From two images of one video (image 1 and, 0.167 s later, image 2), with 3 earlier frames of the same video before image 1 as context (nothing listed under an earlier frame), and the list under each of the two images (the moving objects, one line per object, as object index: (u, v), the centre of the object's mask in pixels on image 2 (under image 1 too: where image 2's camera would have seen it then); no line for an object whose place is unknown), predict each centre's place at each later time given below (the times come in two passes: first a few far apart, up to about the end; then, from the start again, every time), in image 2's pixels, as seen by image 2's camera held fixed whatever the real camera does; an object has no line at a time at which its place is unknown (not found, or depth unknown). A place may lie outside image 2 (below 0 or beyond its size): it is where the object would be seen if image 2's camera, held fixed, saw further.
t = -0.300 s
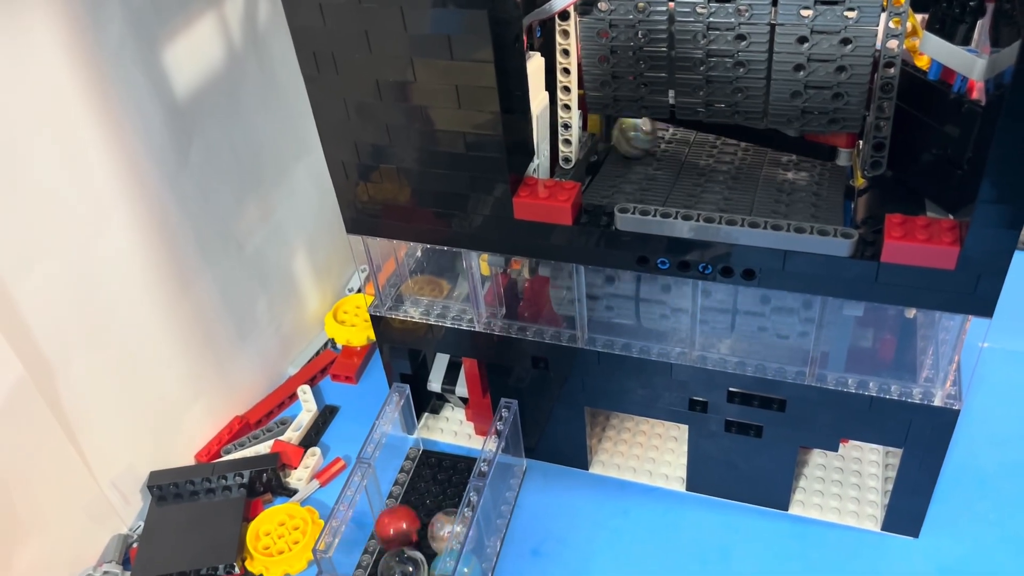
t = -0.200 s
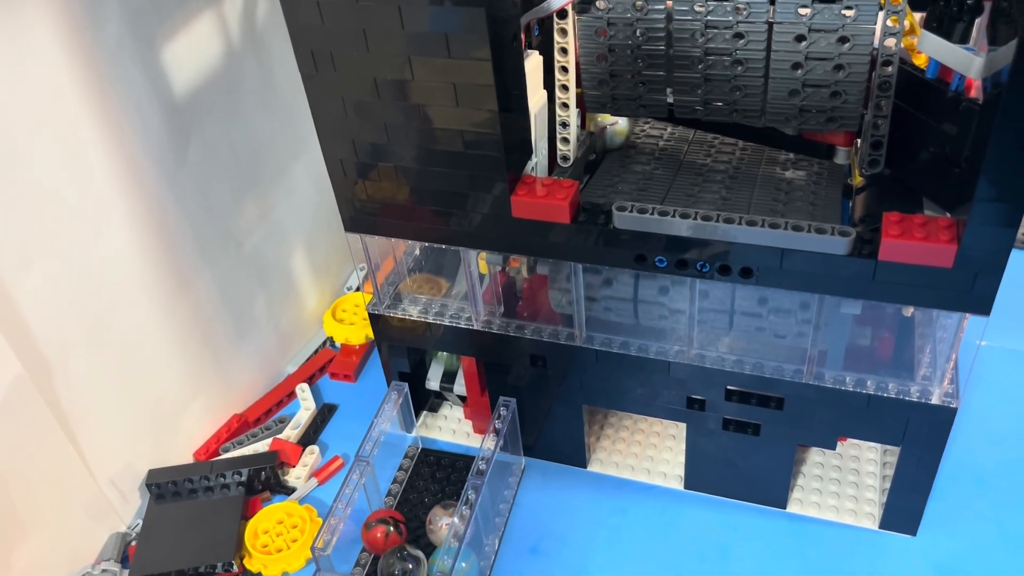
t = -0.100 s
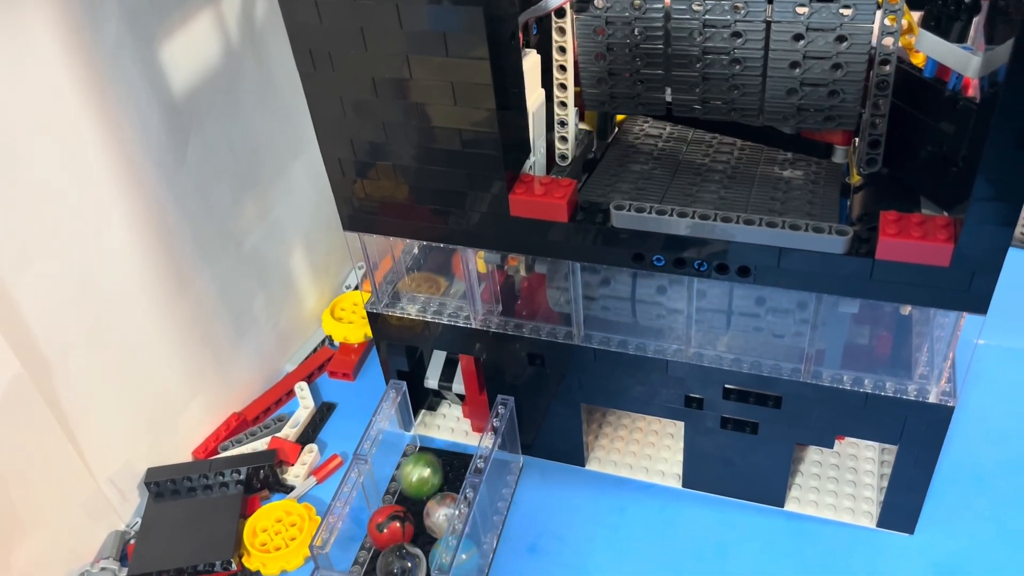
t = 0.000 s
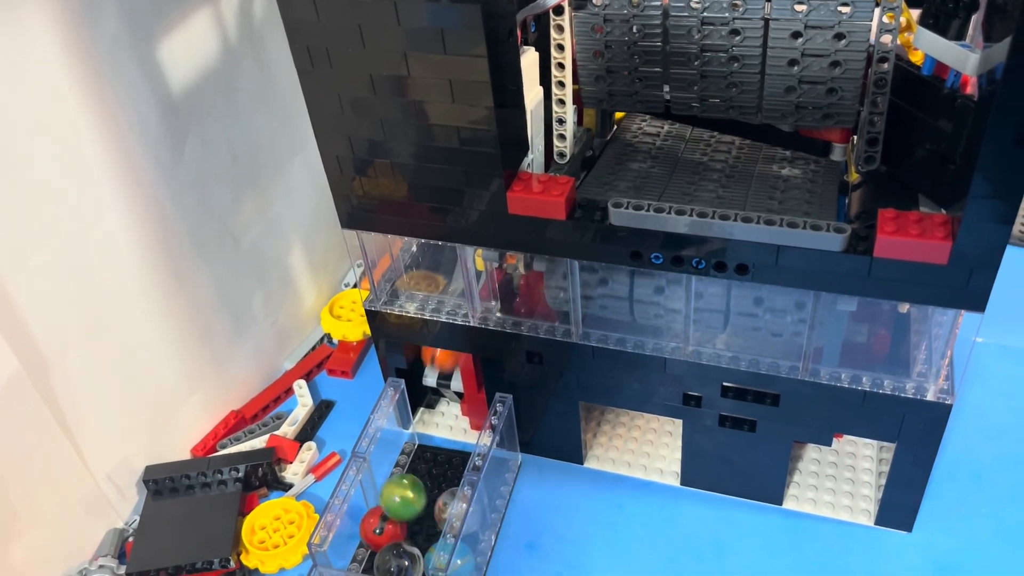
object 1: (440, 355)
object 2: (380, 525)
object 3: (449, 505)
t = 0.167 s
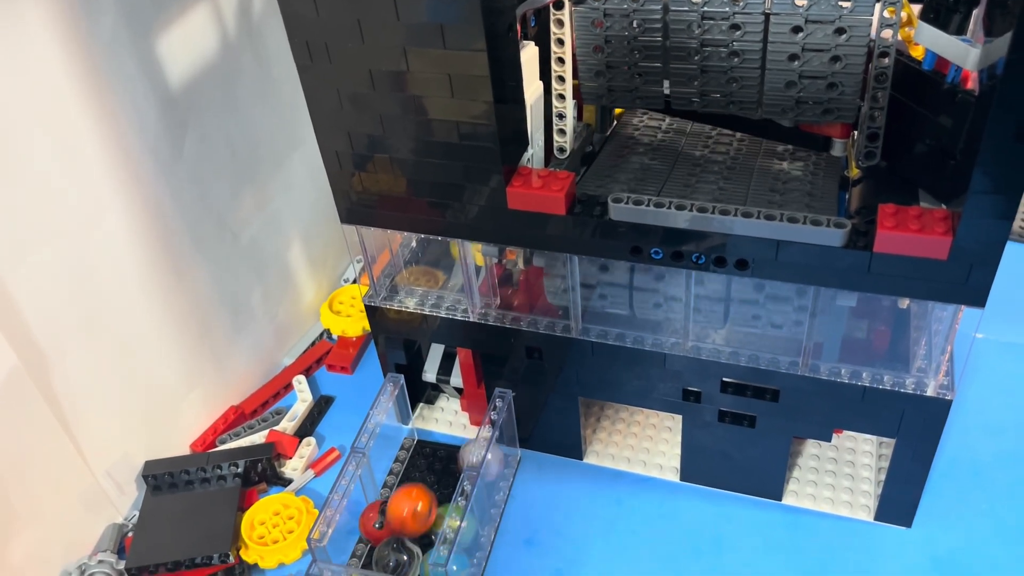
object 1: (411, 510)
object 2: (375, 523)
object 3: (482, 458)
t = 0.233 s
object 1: (418, 530)
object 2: (378, 523)
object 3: (477, 443)
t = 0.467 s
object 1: (425, 522)
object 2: (378, 529)
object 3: (486, 461)
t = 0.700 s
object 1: (435, 510)
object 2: (385, 524)
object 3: (482, 443)
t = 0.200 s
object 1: (411, 519)
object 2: (374, 524)
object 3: (481, 449)
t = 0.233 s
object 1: (418, 530)
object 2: (378, 523)
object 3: (477, 443)
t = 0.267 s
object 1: (422, 528)
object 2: (380, 521)
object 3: (467, 441)
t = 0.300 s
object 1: (423, 525)
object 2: (380, 521)
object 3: (461, 438)
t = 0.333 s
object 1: (421, 525)
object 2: (379, 521)
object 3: (458, 437)
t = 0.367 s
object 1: (422, 523)
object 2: (379, 521)
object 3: (464, 436)
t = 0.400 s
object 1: (423, 520)
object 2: (377, 523)
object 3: (483, 449)
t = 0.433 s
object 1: (423, 519)
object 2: (375, 530)
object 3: (487, 458)
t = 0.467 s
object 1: (425, 522)
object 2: (378, 529)
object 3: (486, 461)
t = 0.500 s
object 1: (425, 522)
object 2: (380, 526)
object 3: (487, 452)
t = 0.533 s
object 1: (427, 521)
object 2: (382, 522)
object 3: (485, 449)
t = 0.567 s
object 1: (428, 521)
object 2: (374, 527)
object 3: (481, 447)
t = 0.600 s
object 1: (431, 518)
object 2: (375, 530)
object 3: (482, 446)
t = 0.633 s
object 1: (433, 516)
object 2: (381, 528)
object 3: (482, 446)
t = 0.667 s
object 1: (434, 512)
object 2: (383, 526)
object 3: (482, 445)
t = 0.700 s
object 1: (435, 510)
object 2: (385, 524)
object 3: (482, 443)
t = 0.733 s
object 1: (439, 509)
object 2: (387, 521)
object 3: (481, 443)
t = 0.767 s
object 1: (438, 510)
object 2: (389, 518)
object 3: (480, 443)
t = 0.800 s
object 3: (478, 443)
